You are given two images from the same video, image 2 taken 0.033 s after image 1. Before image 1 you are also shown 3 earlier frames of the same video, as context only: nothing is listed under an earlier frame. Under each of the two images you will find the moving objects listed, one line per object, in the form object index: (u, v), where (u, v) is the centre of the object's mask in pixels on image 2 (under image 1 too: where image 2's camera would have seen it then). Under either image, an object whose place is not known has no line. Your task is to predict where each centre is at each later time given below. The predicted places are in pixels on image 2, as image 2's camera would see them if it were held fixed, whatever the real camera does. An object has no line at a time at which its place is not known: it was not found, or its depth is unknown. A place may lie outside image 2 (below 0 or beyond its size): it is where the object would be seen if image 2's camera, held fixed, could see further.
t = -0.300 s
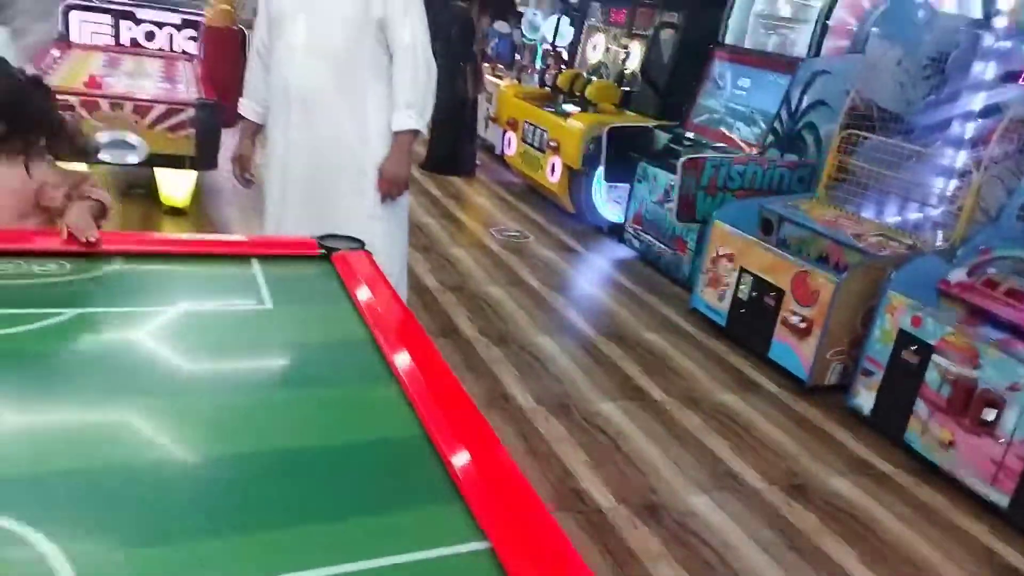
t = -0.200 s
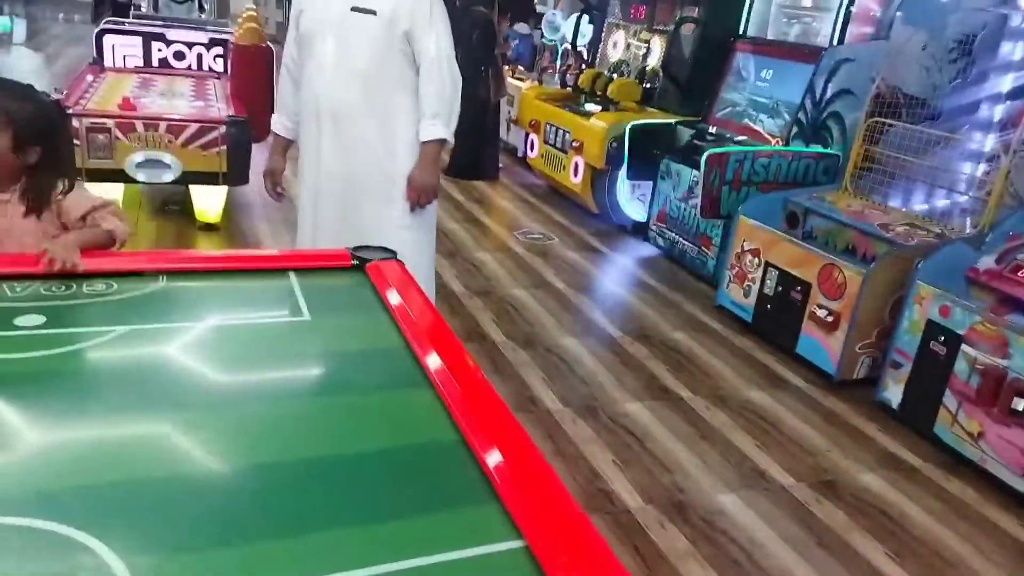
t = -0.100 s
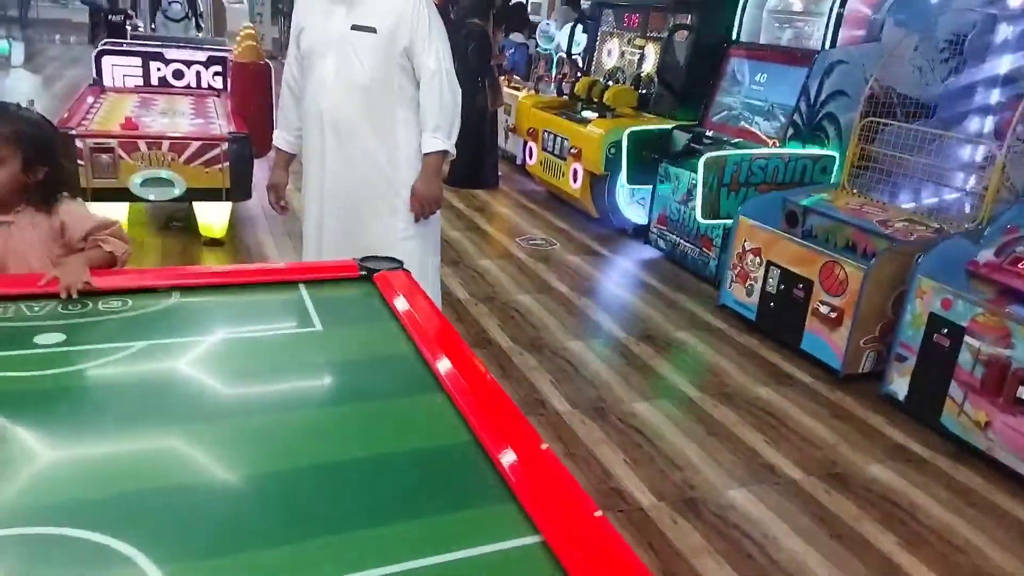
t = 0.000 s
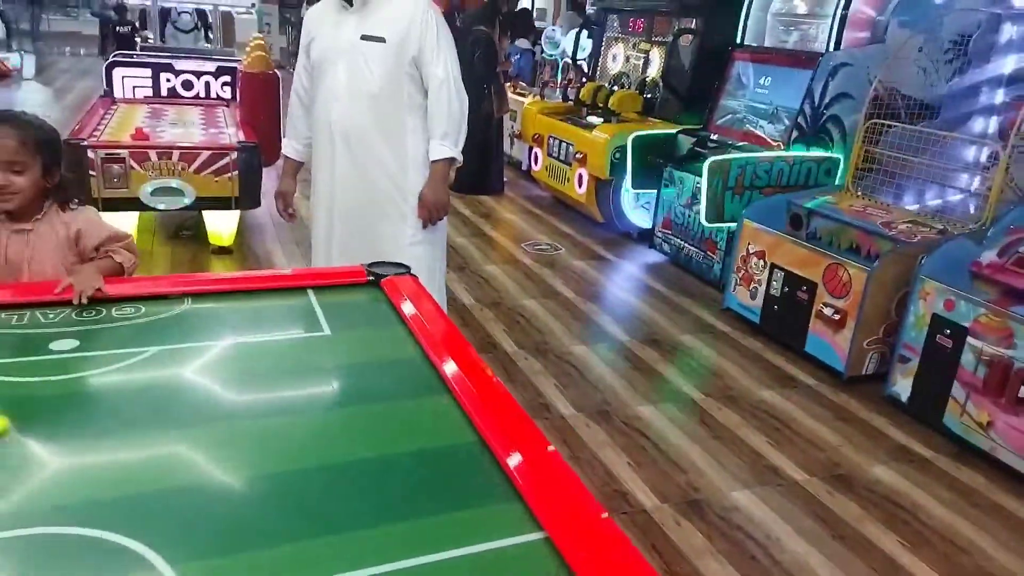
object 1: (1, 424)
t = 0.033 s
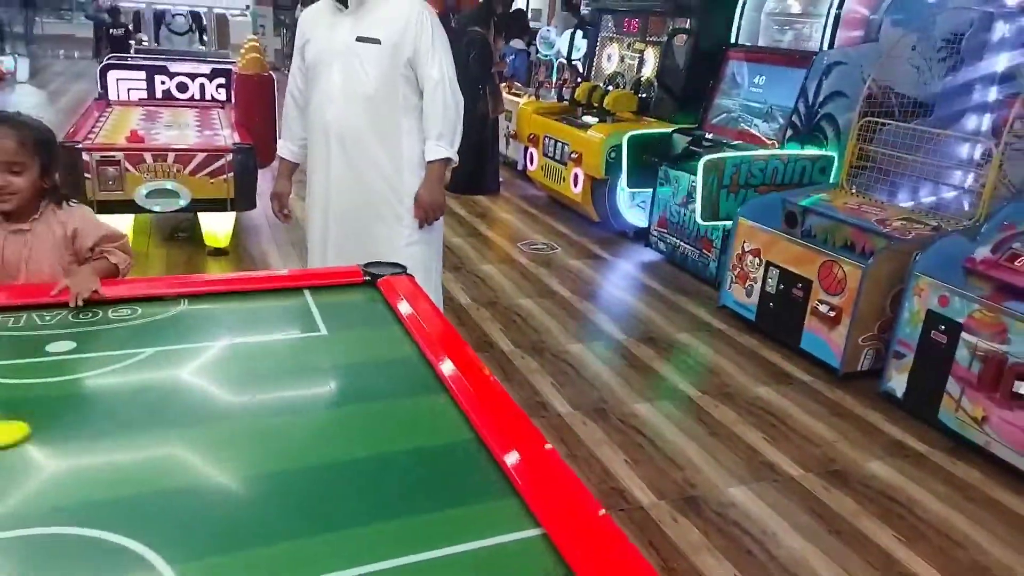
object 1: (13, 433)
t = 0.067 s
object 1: (26, 439)
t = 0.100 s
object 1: (50, 443)
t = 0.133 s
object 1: (75, 444)
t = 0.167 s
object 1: (98, 450)
